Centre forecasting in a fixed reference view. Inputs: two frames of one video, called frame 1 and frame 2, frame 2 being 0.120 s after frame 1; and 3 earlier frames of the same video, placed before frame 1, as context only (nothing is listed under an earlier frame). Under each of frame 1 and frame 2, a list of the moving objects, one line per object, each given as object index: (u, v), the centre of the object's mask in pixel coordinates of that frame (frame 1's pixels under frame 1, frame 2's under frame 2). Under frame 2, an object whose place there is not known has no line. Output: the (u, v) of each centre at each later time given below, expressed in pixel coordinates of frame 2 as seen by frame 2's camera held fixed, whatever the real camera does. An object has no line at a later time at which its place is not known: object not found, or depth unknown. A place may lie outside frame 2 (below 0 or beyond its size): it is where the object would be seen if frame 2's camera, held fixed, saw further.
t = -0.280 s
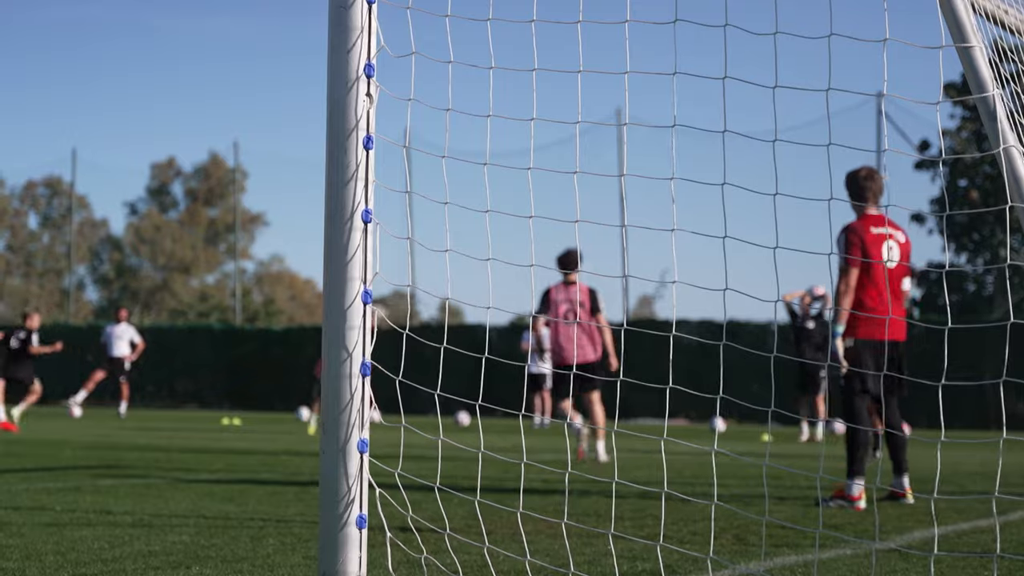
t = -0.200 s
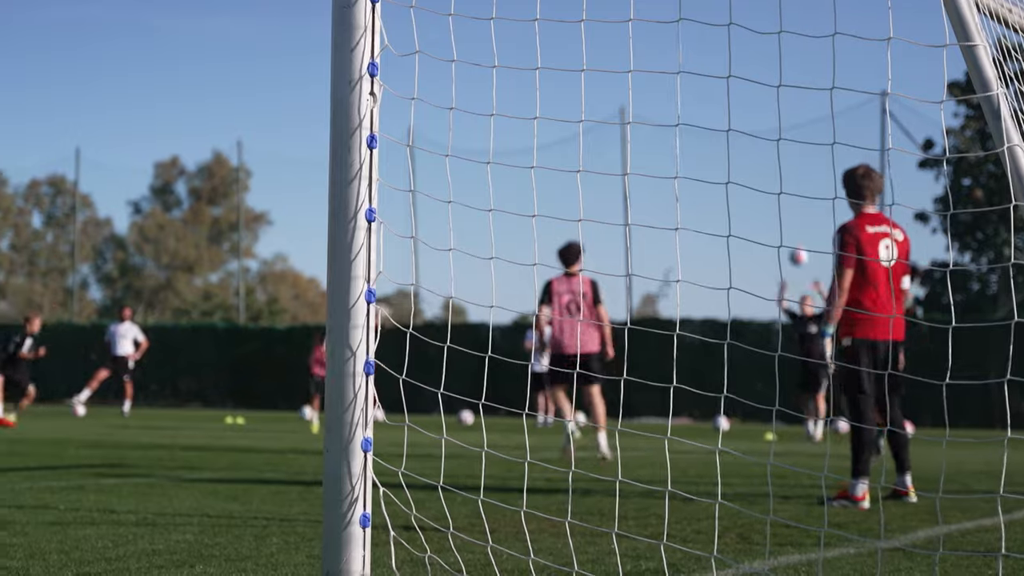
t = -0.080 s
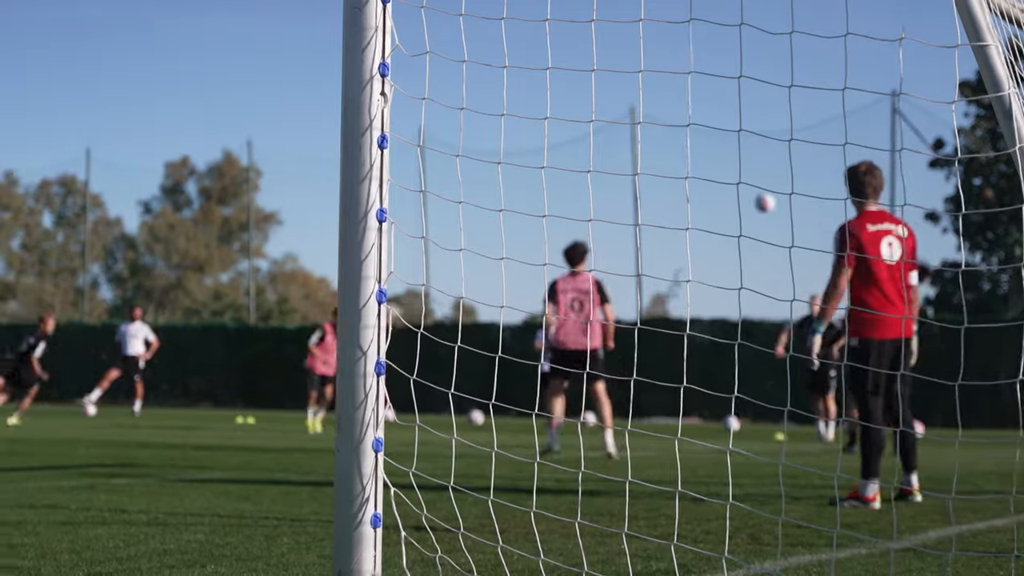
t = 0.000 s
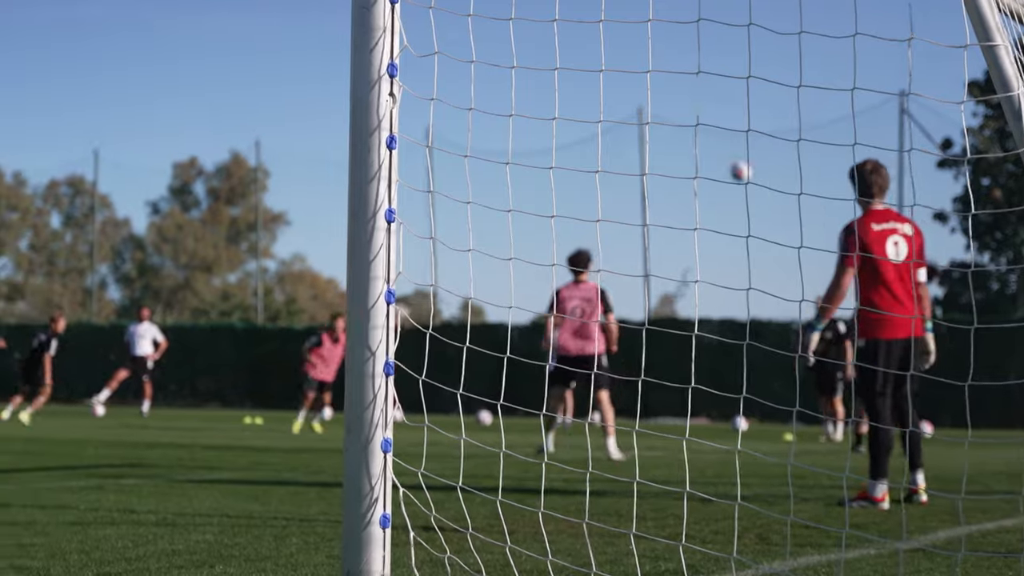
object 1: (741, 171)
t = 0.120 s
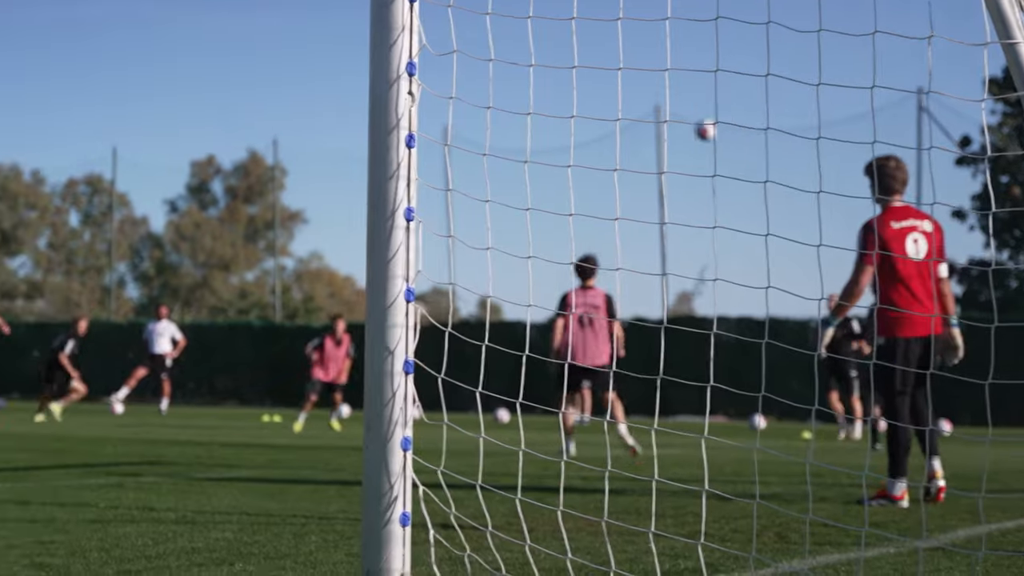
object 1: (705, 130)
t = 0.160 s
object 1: (688, 118)
